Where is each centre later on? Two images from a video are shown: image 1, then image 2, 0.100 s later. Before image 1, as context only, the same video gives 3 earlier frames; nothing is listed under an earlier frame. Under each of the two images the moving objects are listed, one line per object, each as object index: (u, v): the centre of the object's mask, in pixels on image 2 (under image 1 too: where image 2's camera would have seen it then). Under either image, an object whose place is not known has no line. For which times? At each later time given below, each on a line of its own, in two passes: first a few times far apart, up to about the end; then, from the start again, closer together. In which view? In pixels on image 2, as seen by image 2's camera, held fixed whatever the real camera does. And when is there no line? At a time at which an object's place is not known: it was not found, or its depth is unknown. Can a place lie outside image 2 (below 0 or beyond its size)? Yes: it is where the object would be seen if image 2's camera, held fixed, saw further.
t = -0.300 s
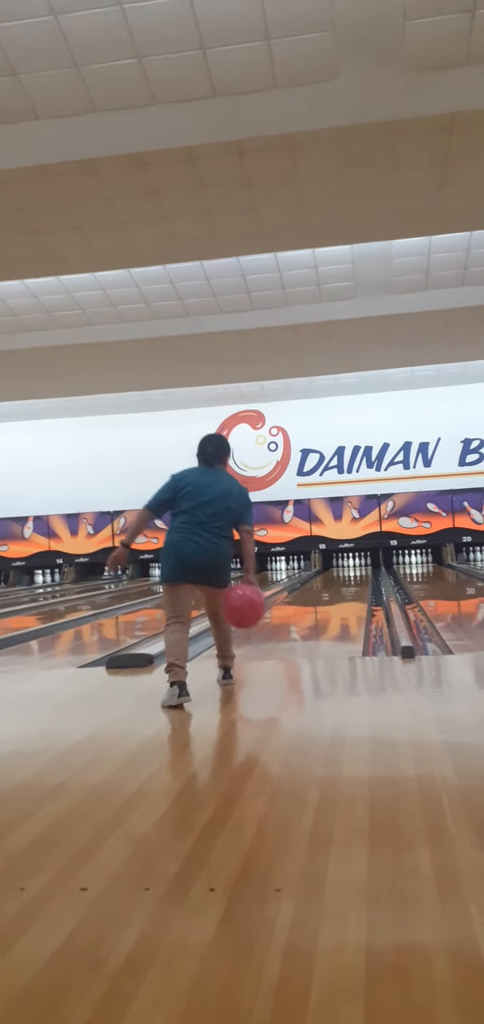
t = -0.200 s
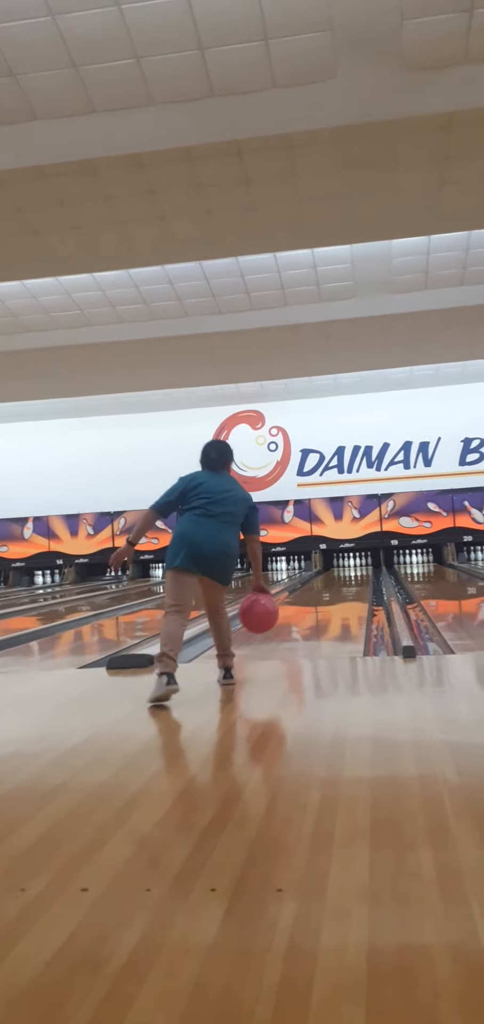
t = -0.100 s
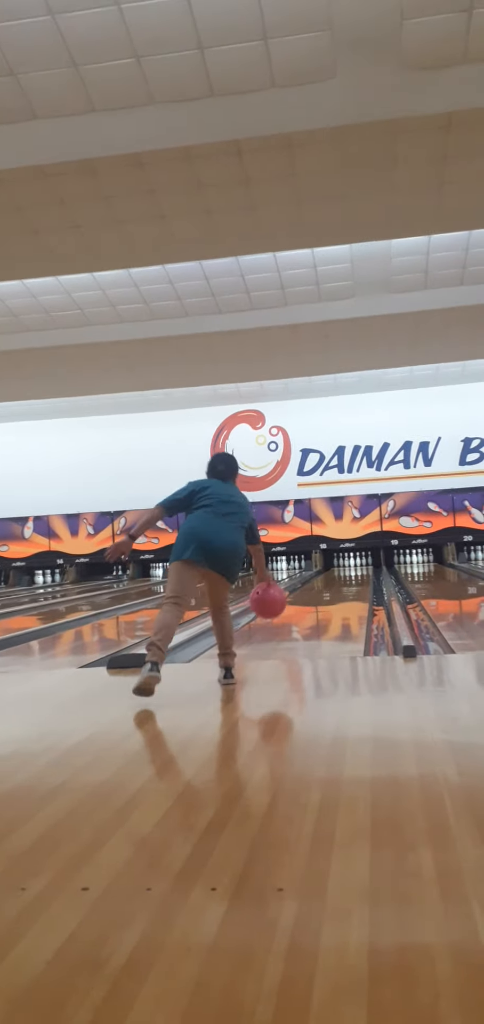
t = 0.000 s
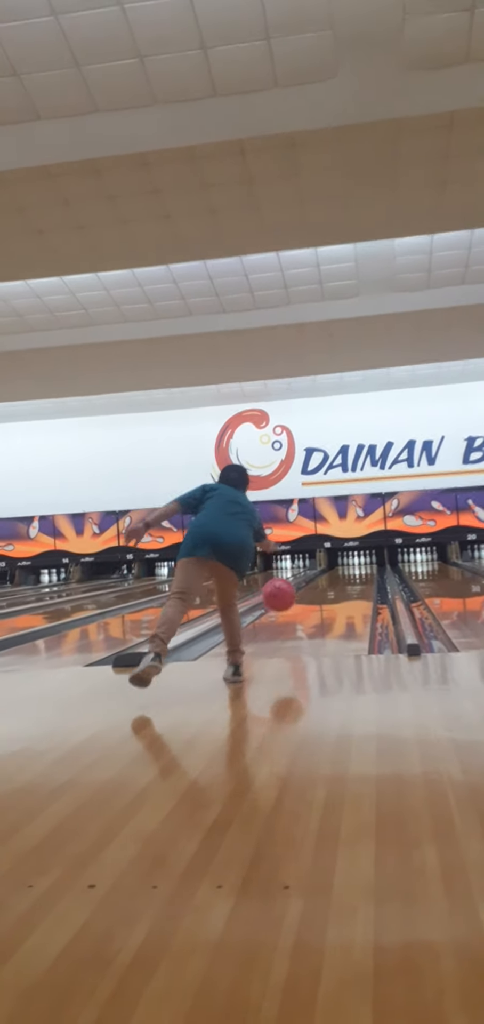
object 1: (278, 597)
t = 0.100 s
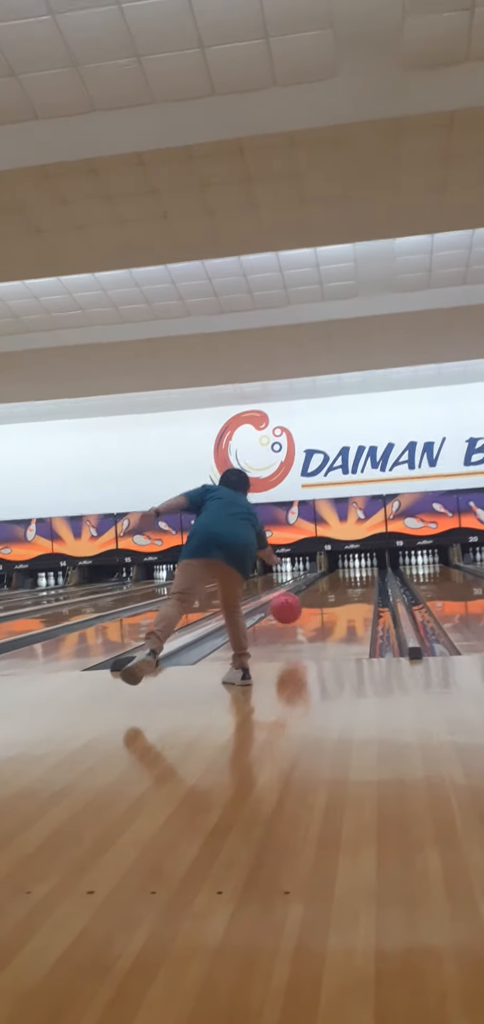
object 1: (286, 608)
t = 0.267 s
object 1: (292, 614)
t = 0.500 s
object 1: (300, 610)
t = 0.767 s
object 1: (306, 601)
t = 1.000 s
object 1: (311, 595)
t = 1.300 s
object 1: (314, 590)
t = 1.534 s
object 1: (316, 586)
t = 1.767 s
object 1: (319, 581)
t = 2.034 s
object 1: (322, 578)
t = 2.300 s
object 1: (322, 576)
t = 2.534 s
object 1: (324, 574)
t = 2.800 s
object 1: (327, 572)
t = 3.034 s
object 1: (324, 570)
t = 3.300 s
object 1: (323, 570)
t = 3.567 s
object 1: (320, 570)
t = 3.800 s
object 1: (326, 570)
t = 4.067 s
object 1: (324, 570)
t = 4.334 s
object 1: (327, 570)
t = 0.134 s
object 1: (287, 614)
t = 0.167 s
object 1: (289, 621)
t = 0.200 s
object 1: (290, 623)
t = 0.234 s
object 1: (290, 617)
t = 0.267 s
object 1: (292, 614)
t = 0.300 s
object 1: (294, 613)
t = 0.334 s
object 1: (295, 611)
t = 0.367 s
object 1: (296, 611)
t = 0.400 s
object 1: (297, 613)
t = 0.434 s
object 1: (300, 612)
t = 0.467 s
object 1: (302, 611)
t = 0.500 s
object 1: (300, 610)
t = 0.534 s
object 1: (300, 609)
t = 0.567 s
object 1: (303, 608)
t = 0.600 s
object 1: (303, 606)
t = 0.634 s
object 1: (305, 605)
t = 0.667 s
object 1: (307, 604)
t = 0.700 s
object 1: (306, 602)
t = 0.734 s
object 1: (305, 601)
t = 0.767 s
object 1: (306, 601)
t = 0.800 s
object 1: (308, 599)
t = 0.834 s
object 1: (308, 598)
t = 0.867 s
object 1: (305, 599)
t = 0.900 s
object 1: (305, 598)
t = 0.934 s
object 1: (310, 597)
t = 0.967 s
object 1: (311, 596)
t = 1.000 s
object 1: (311, 595)
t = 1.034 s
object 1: (311, 595)
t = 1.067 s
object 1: (312, 593)
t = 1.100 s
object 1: (313, 593)
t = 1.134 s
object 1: (314, 592)
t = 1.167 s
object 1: (314, 592)
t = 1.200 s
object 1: (315, 592)
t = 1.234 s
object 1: (314, 590)
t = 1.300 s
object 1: (314, 590)
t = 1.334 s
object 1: (312, 589)
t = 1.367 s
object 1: (315, 586)
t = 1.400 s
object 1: (319, 587)
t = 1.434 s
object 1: (319, 589)
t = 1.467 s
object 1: (317, 585)
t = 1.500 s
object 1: (318, 585)
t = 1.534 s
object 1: (316, 586)
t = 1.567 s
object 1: (315, 583)
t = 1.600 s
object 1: (318, 583)
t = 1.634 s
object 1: (320, 584)
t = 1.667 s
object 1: (318, 583)
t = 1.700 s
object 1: (320, 583)
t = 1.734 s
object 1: (321, 582)
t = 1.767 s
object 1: (319, 581)
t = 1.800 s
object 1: (319, 581)
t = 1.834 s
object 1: (321, 580)
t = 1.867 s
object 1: (321, 579)
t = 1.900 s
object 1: (321, 580)
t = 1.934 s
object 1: (321, 580)
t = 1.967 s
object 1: (323, 579)
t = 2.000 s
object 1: (322, 579)
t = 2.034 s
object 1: (322, 578)
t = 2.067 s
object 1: (324, 578)
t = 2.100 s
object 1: (324, 577)
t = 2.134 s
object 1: (321, 576)
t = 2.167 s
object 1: (320, 577)
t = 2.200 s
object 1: (322, 577)
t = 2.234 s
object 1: (323, 576)
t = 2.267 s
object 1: (323, 576)
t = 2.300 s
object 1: (322, 576)
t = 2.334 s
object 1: (321, 576)
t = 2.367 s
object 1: (323, 575)
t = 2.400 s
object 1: (324, 575)
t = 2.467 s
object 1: (326, 574)
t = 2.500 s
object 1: (325, 574)
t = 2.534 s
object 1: (324, 574)
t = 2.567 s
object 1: (325, 573)
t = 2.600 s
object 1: (325, 574)
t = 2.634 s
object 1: (323, 573)
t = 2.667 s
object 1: (324, 573)
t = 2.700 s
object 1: (324, 573)
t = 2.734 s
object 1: (323, 571)
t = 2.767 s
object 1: (326, 571)
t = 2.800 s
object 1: (327, 572)
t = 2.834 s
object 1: (326, 570)
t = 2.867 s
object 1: (326, 570)
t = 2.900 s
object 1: (326, 571)
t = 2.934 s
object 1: (324, 571)
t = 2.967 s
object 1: (324, 572)
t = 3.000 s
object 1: (323, 571)
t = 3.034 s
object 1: (324, 570)
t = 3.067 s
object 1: (326, 572)
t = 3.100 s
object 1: (325, 571)
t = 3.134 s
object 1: (324, 570)
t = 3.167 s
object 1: (323, 571)
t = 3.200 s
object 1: (324, 571)
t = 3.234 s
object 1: (326, 569)
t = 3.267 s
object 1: (325, 570)
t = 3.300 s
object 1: (323, 570)
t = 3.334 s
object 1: (323, 569)
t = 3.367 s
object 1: (325, 569)
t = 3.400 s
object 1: (325, 569)
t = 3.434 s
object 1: (324, 570)
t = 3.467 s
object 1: (325, 569)
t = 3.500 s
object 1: (325, 570)
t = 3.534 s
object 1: (322, 570)
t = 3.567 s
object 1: (320, 570)
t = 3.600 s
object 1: (322, 571)
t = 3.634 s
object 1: (323, 571)
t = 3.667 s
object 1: (323, 571)
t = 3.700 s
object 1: (324, 571)
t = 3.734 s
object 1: (324, 570)
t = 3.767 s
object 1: (325, 569)
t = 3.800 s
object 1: (326, 570)
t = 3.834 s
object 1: (325, 571)
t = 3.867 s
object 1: (324, 571)
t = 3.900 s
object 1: (323, 570)
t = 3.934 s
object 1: (323, 571)
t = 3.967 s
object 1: (326, 571)
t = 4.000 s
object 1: (329, 570)
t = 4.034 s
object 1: (327, 569)
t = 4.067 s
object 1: (324, 570)
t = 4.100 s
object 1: (324, 572)
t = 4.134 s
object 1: (326, 570)
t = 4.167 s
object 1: (326, 569)
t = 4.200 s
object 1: (326, 570)
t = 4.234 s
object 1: (326, 571)
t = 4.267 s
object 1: (329, 569)
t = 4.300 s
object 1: (327, 569)
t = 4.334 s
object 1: (327, 570)
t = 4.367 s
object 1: (329, 570)
